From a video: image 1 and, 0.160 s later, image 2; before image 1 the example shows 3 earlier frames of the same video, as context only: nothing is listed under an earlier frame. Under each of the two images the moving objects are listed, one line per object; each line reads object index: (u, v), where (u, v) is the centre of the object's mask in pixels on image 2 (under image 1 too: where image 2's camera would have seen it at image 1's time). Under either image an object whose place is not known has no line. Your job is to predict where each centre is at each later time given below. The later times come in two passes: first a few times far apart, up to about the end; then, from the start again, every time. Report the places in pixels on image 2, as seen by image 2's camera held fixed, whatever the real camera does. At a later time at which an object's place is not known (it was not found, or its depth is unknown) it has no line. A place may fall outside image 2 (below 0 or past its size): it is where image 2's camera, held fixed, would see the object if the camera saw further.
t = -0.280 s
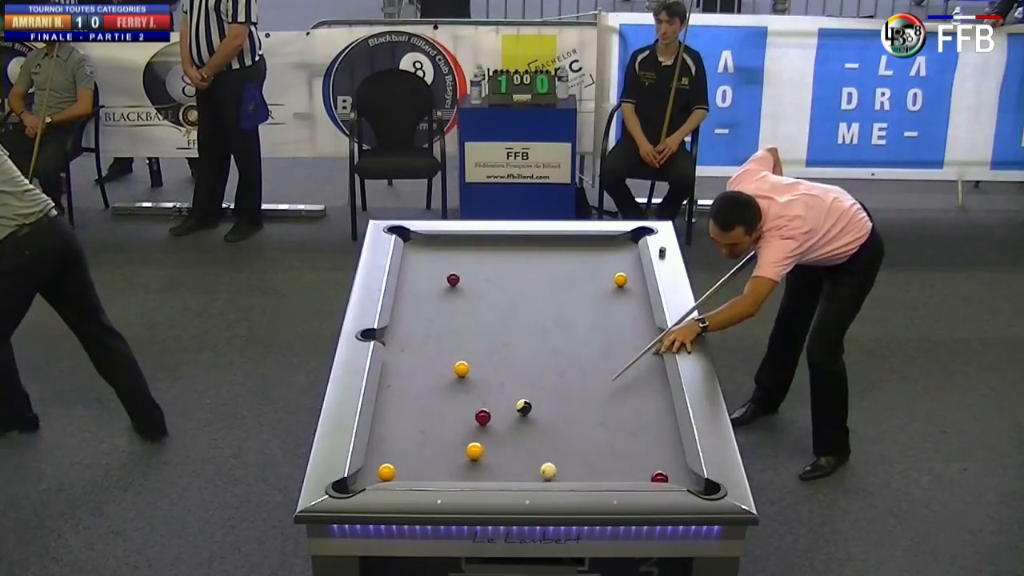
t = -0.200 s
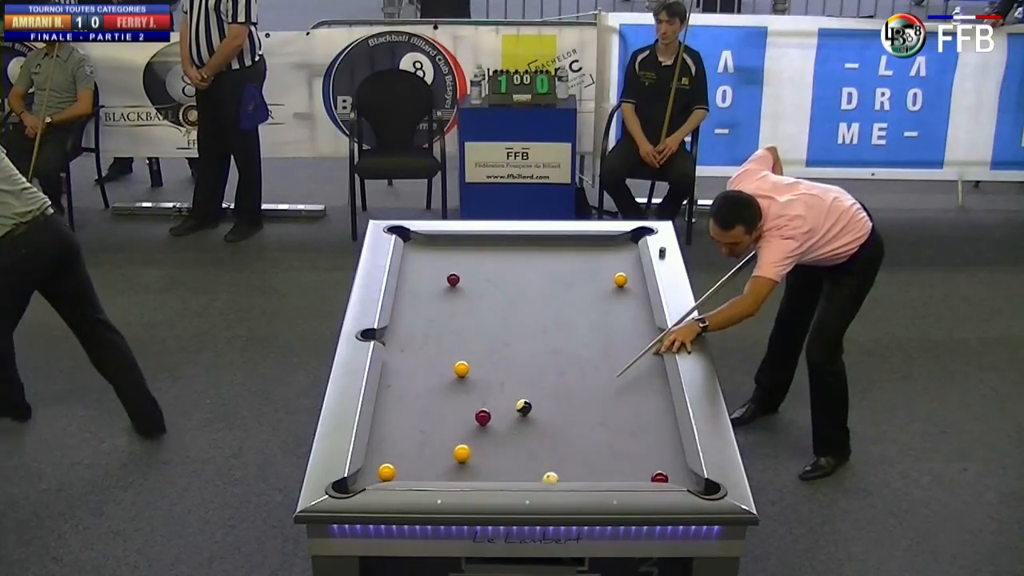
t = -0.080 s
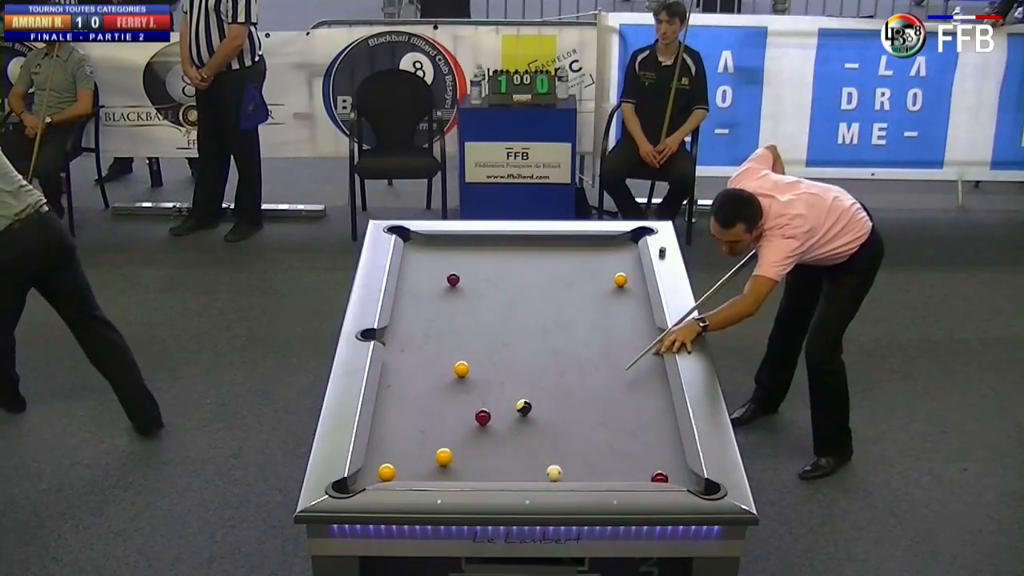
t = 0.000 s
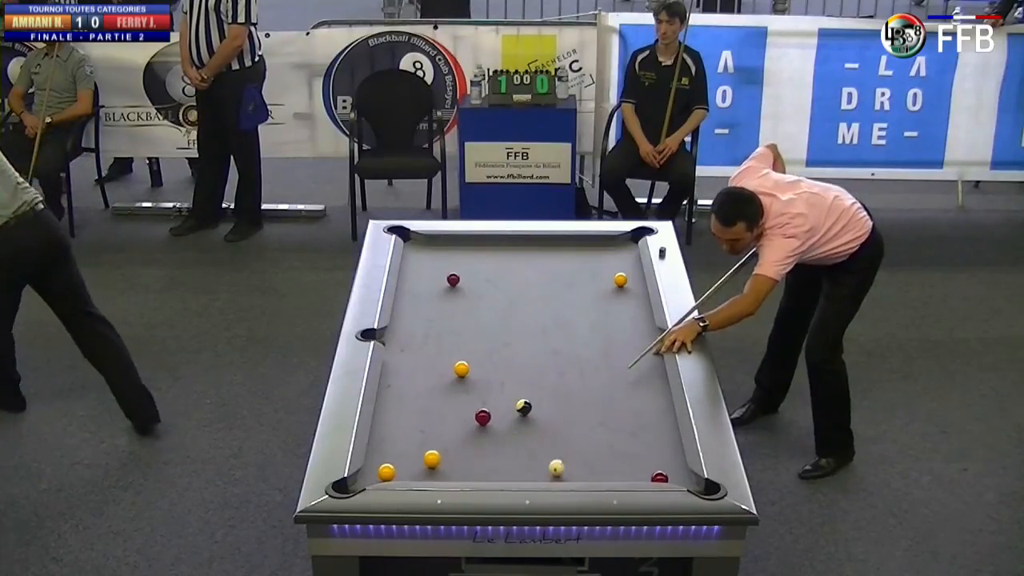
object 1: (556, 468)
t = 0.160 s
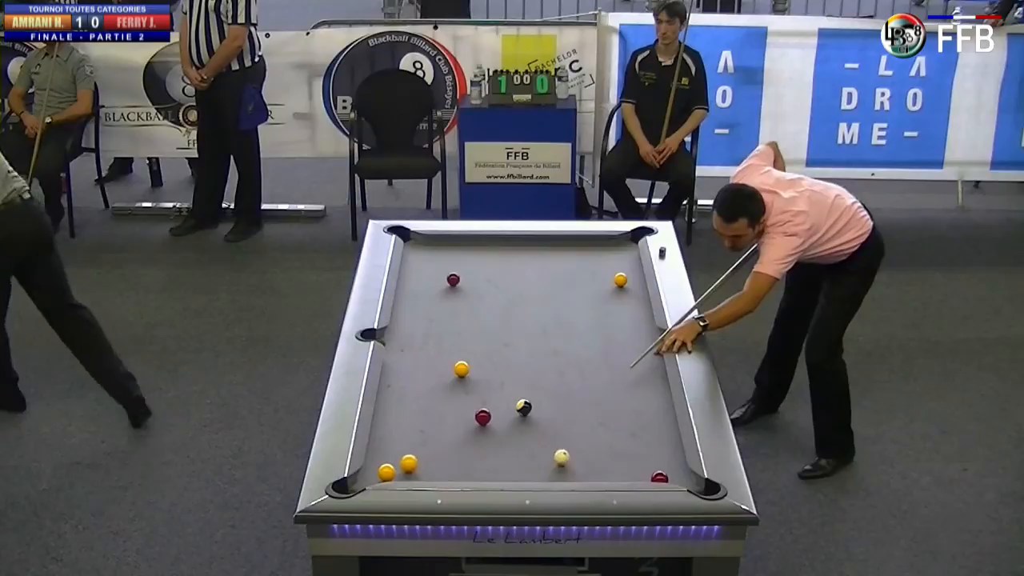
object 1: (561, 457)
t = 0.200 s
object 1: (562, 455)
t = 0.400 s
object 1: (568, 443)
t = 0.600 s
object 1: (573, 433)
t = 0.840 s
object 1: (578, 422)
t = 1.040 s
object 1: (583, 414)
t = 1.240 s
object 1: (586, 407)
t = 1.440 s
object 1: (590, 400)
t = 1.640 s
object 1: (593, 394)
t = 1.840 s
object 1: (596, 389)
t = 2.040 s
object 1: (598, 385)
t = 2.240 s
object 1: (600, 381)
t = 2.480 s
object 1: (602, 378)
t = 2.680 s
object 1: (604, 376)
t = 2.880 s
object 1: (605, 375)
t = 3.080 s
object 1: (606, 374)
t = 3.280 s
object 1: (606, 374)
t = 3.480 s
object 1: (606, 374)
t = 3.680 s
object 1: (606, 374)
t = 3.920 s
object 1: (606, 374)
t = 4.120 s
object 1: (606, 374)
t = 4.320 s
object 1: (606, 374)
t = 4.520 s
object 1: (606, 374)
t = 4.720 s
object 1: (606, 374)
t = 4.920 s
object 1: (606, 374)
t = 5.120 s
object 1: (606, 374)
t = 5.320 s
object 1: (606, 374)
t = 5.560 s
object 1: (606, 374)
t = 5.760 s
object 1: (606, 374)
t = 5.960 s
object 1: (606, 374)
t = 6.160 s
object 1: (606, 374)
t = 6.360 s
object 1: (606, 374)
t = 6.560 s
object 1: (606, 374)
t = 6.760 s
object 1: (606, 374)
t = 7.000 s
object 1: (606, 374)
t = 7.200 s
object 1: (606, 374)
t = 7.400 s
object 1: (606, 374)
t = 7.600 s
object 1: (606, 374)
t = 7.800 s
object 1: (606, 374)
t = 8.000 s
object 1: (606, 374)
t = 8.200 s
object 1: (606, 374)
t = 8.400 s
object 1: (606, 374)
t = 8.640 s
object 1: (606, 374)
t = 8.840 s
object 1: (606, 374)
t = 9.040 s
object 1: (606, 374)
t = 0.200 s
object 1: (562, 455)
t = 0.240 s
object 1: (563, 453)
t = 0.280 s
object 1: (565, 450)
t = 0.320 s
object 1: (566, 448)
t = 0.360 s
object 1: (567, 446)
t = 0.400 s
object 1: (568, 443)
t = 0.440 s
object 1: (569, 441)
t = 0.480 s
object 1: (570, 439)
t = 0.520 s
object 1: (571, 437)
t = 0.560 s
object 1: (572, 435)
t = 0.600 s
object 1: (573, 433)
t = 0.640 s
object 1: (574, 431)
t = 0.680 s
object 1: (575, 429)
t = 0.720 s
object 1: (576, 428)
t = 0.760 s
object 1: (577, 425)
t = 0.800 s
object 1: (577, 424)
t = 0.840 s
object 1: (578, 422)
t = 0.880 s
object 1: (579, 420)
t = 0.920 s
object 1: (580, 418)
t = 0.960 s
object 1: (581, 417)
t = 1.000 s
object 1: (582, 415)
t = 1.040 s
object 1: (583, 414)
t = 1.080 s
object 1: (584, 412)
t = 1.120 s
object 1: (584, 411)
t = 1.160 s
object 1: (585, 409)
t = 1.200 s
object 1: (586, 408)
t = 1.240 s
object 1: (586, 407)
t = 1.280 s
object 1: (587, 405)
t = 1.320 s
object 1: (588, 404)
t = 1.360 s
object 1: (589, 402)
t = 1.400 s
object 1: (589, 401)
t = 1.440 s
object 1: (590, 400)
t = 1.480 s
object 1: (591, 398)
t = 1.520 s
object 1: (591, 398)
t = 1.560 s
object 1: (592, 396)
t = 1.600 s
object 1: (593, 395)
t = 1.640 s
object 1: (593, 394)
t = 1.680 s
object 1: (594, 393)
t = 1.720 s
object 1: (594, 392)
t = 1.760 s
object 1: (595, 391)
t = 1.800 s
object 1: (595, 390)
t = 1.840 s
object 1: (596, 389)
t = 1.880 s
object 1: (597, 388)
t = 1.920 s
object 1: (597, 387)
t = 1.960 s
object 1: (597, 387)
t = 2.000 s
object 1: (598, 386)
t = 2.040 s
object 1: (598, 385)
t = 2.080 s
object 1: (599, 384)
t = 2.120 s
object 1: (599, 383)
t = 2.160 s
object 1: (599, 383)
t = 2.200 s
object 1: (600, 382)
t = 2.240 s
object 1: (600, 381)
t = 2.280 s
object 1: (601, 381)
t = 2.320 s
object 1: (601, 380)
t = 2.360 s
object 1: (601, 380)
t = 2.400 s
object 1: (602, 379)
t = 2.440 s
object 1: (602, 378)
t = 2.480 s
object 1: (602, 378)
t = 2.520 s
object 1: (603, 378)
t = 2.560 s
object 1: (603, 377)
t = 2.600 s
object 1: (604, 377)
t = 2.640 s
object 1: (604, 377)
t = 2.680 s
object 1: (604, 376)
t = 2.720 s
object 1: (604, 376)
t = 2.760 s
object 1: (604, 376)
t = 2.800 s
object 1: (605, 375)
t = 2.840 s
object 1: (605, 375)
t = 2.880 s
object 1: (605, 375)
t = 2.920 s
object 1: (605, 374)
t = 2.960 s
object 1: (605, 374)
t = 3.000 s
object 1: (606, 374)
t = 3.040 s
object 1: (606, 374)
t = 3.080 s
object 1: (606, 374)
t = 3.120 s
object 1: (606, 374)
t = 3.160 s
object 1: (606, 374)
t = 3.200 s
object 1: (606, 374)
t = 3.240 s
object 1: (606, 374)
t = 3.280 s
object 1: (606, 374)
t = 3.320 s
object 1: (606, 374)
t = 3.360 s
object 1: (606, 374)
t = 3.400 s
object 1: (606, 374)
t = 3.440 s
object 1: (606, 374)
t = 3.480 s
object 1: (606, 374)
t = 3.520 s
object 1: (606, 374)
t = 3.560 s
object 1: (606, 374)
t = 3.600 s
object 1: (606, 374)
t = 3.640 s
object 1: (606, 374)
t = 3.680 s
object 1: (606, 374)
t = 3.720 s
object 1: (606, 374)
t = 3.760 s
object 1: (606, 374)
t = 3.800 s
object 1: (606, 374)
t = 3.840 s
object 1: (606, 374)
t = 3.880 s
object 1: (606, 374)
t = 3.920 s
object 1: (606, 374)
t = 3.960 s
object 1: (606, 374)
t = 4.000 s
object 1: (606, 374)
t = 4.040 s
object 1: (606, 374)
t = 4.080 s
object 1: (606, 374)
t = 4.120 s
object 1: (606, 374)
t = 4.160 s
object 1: (606, 374)
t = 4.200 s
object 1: (606, 374)
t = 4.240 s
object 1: (606, 374)
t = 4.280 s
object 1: (606, 374)
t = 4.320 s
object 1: (606, 374)
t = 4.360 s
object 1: (606, 374)
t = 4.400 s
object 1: (606, 374)
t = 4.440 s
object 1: (606, 374)
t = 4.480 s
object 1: (606, 374)
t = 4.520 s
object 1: (606, 374)
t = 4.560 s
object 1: (606, 374)
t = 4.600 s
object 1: (606, 374)
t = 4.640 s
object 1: (606, 374)
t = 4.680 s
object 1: (606, 374)
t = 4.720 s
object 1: (606, 374)
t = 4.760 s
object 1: (606, 374)
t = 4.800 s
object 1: (606, 374)
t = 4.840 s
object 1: (606, 374)
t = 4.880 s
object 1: (606, 374)
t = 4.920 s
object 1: (606, 374)
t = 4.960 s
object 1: (606, 374)
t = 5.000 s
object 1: (606, 374)
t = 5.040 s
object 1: (606, 374)
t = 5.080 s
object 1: (606, 374)
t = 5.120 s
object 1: (606, 374)
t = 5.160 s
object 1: (606, 374)
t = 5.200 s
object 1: (606, 374)
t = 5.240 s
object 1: (606, 374)
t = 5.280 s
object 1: (606, 374)
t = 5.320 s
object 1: (606, 374)
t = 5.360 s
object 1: (606, 374)
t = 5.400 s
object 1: (606, 374)
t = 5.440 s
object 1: (606, 374)
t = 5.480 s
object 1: (606, 374)
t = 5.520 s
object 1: (606, 374)
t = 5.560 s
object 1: (606, 374)
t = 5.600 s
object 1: (606, 374)
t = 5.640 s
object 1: (606, 374)
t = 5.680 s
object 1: (606, 374)
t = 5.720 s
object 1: (606, 374)
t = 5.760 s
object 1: (606, 374)
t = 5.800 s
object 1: (606, 374)
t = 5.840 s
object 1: (606, 374)
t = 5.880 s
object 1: (606, 374)
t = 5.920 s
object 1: (606, 374)
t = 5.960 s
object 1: (606, 374)
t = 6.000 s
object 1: (606, 374)
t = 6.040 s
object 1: (606, 374)
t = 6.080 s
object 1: (606, 374)
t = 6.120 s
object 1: (606, 374)
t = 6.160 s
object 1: (606, 374)
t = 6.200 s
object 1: (606, 374)
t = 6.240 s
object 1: (606, 374)
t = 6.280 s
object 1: (606, 374)
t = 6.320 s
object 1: (606, 374)
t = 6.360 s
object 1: (606, 374)
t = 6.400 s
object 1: (606, 374)
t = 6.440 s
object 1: (606, 374)
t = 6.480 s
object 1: (606, 374)
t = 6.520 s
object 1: (606, 374)
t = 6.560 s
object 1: (606, 374)
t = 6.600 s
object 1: (606, 374)
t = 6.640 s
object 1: (606, 374)
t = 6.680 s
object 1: (606, 374)
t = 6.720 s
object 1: (606, 374)
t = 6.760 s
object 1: (606, 374)
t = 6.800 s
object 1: (606, 374)
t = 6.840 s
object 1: (606, 374)
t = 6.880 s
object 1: (606, 374)
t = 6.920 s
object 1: (606, 374)
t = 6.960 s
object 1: (606, 374)
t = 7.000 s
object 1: (606, 374)
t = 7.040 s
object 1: (606, 374)
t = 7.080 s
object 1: (606, 374)
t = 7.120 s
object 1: (606, 374)
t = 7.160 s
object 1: (606, 374)
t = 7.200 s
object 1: (606, 374)
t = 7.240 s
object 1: (606, 374)
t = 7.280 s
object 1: (606, 374)
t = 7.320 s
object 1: (606, 374)
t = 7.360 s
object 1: (606, 374)
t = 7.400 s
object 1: (606, 374)
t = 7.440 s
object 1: (606, 374)
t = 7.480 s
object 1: (606, 374)
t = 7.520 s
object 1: (606, 374)
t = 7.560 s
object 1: (606, 374)
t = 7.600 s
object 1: (606, 374)
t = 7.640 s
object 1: (606, 374)
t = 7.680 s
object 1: (606, 374)
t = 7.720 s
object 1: (606, 374)
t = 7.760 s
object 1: (606, 374)
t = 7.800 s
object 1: (606, 374)
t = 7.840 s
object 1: (606, 374)
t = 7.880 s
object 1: (606, 374)
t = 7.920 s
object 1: (606, 374)
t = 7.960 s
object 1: (606, 374)
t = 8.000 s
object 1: (606, 374)
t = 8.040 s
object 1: (606, 374)
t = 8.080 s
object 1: (606, 374)
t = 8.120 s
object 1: (606, 374)
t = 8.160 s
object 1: (606, 374)
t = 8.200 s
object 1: (606, 374)
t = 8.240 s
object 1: (606, 374)
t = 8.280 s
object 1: (606, 374)
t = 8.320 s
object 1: (606, 374)
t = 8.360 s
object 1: (606, 374)
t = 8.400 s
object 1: (606, 374)
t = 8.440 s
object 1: (606, 374)
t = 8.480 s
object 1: (606, 374)
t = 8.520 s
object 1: (606, 374)
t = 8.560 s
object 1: (606, 374)
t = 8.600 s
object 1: (606, 374)
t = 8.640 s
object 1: (606, 374)
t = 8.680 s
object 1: (606, 374)
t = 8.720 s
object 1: (606, 374)
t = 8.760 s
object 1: (606, 374)
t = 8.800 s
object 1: (606, 374)
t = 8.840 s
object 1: (606, 374)
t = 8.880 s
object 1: (606, 374)
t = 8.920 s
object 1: (606, 374)
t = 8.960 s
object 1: (606, 374)
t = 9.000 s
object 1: (606, 374)
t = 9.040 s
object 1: (606, 374)
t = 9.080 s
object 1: (606, 374)
